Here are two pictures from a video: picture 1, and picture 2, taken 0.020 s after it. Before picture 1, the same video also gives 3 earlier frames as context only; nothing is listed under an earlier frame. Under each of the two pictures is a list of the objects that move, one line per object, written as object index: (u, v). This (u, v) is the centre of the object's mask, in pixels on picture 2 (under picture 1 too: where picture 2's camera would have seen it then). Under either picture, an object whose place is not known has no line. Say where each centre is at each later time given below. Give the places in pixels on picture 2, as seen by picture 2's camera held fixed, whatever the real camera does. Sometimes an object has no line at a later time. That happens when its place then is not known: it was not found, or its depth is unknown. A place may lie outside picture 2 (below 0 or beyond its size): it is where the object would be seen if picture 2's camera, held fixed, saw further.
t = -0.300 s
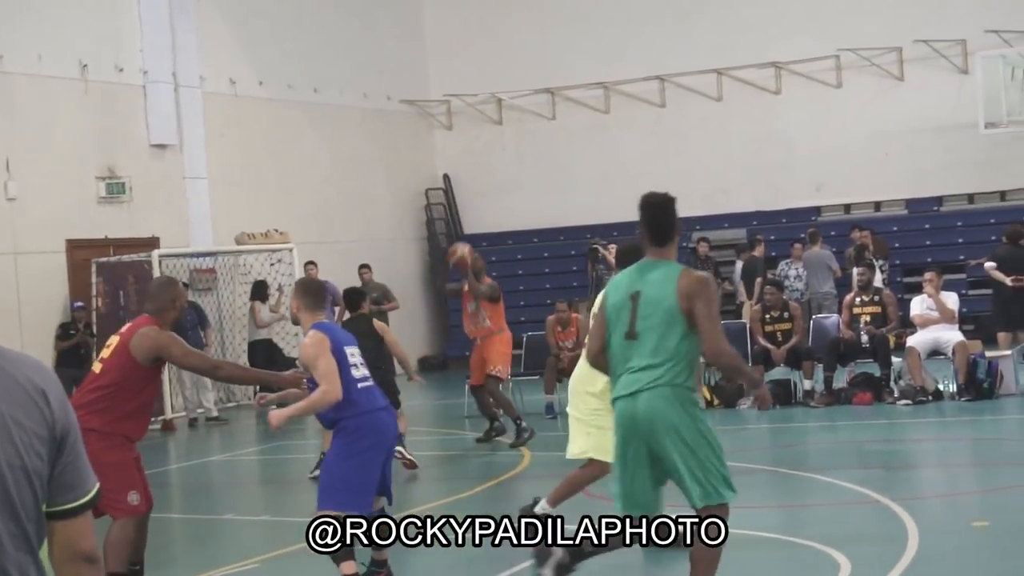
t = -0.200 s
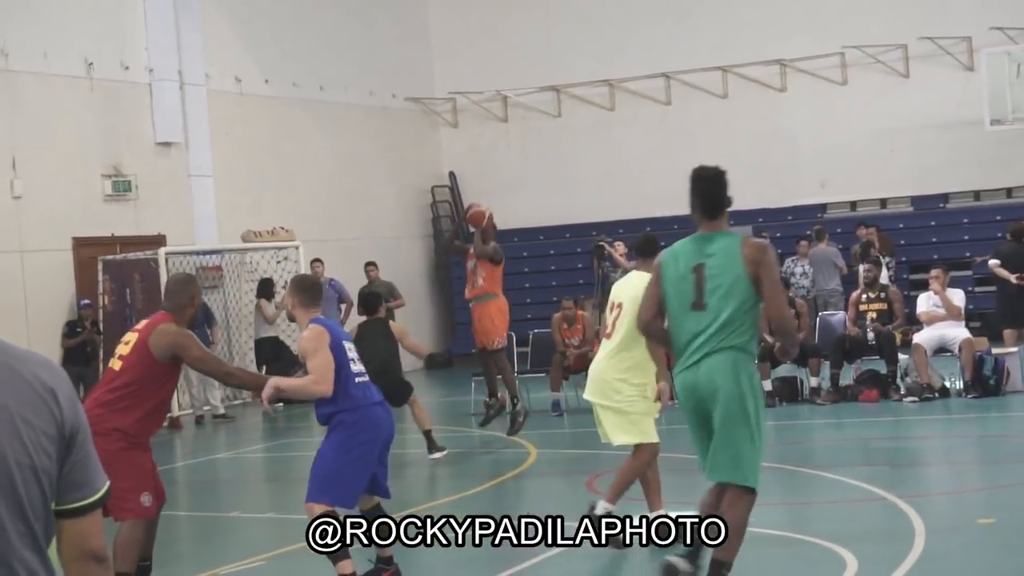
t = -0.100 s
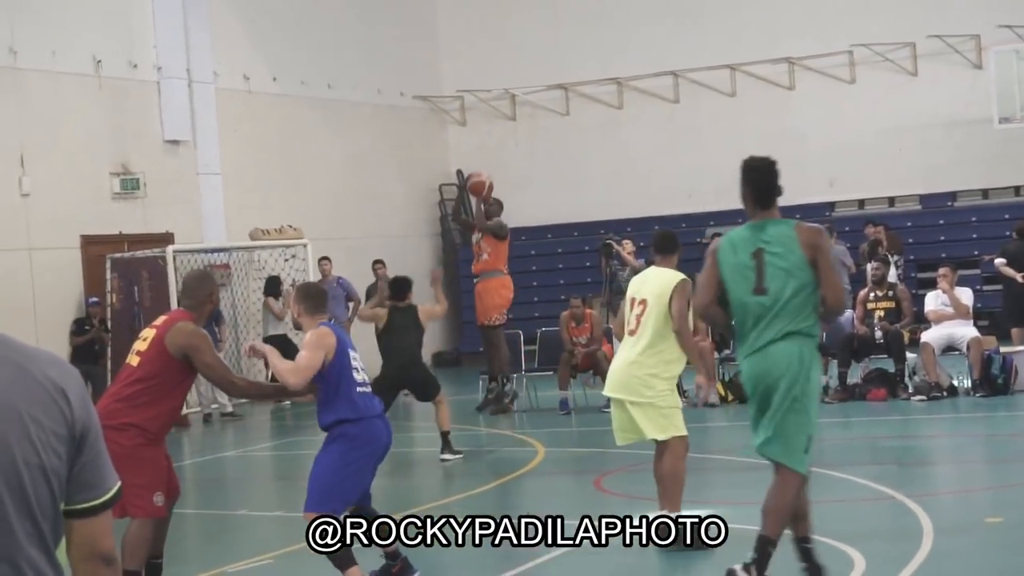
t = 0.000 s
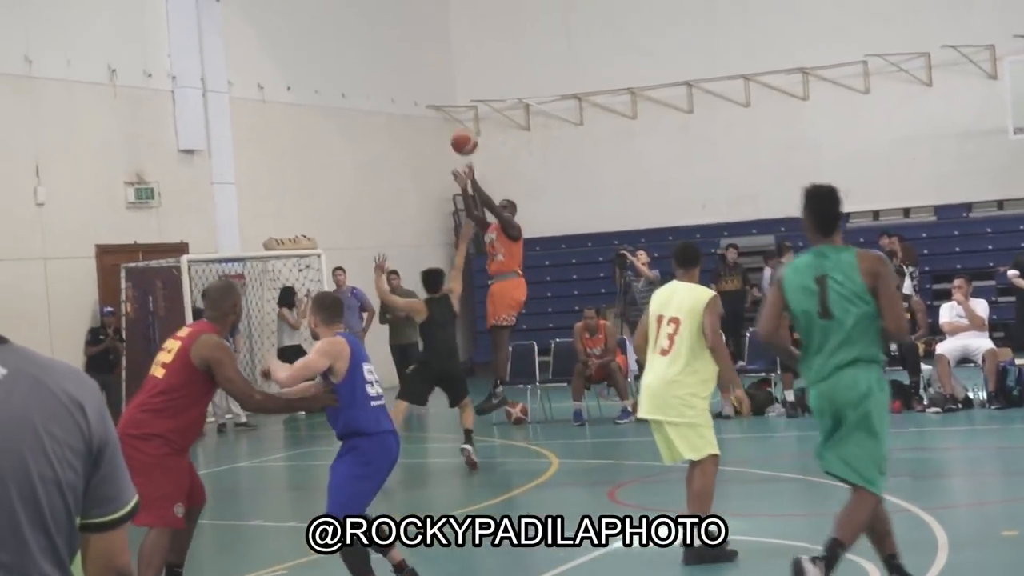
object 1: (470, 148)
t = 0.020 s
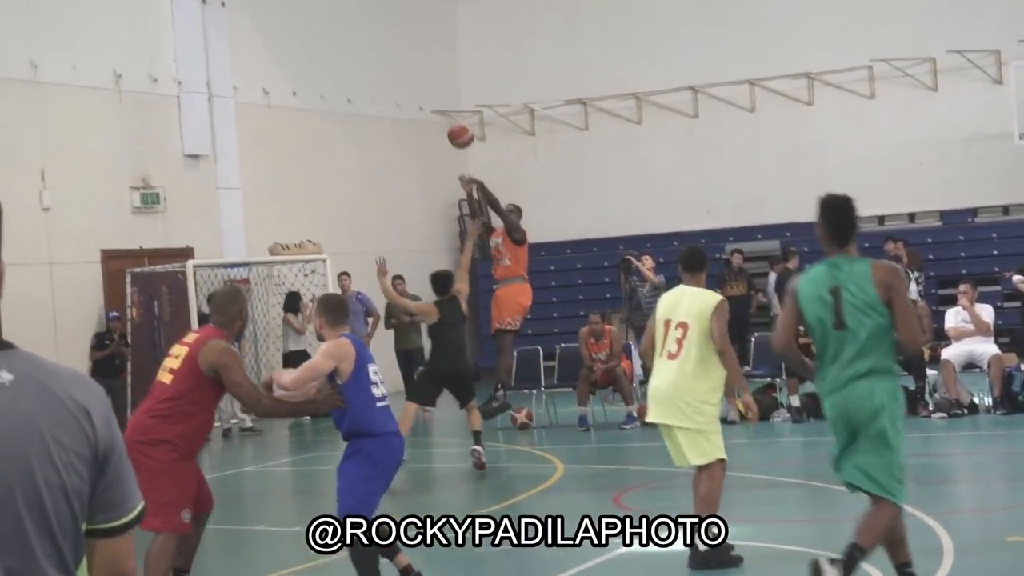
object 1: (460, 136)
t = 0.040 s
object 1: (451, 123)
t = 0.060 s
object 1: (441, 111)
